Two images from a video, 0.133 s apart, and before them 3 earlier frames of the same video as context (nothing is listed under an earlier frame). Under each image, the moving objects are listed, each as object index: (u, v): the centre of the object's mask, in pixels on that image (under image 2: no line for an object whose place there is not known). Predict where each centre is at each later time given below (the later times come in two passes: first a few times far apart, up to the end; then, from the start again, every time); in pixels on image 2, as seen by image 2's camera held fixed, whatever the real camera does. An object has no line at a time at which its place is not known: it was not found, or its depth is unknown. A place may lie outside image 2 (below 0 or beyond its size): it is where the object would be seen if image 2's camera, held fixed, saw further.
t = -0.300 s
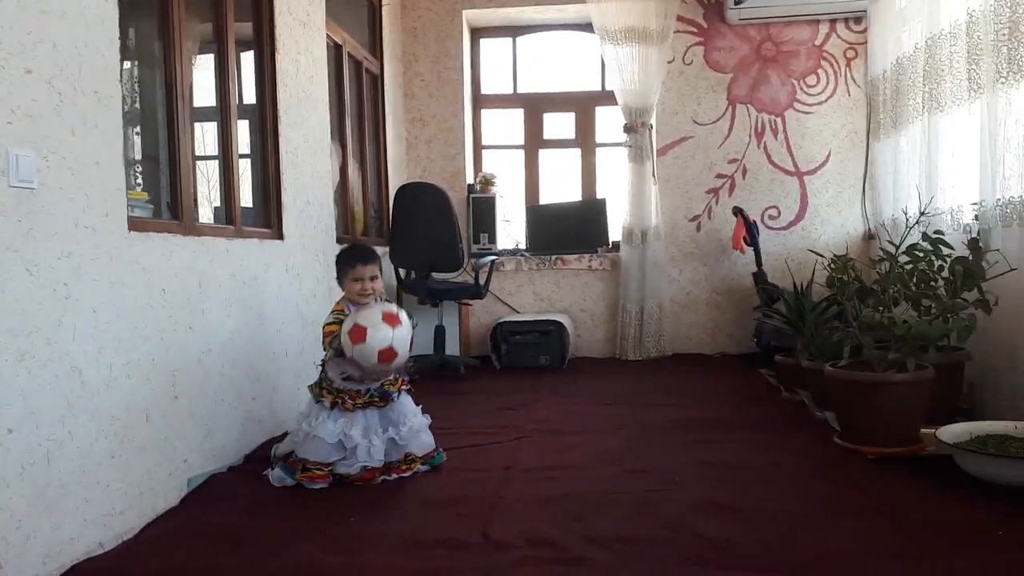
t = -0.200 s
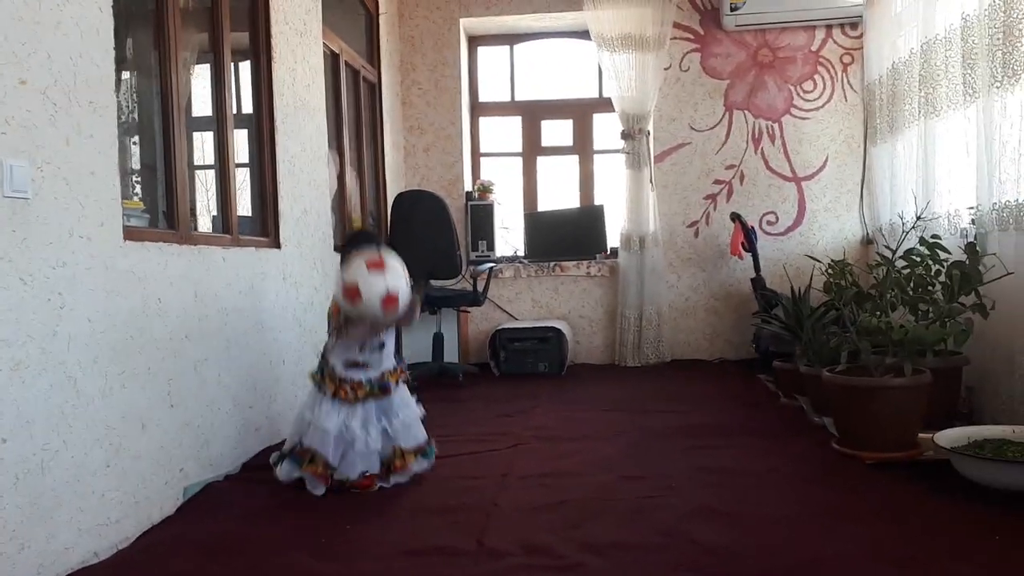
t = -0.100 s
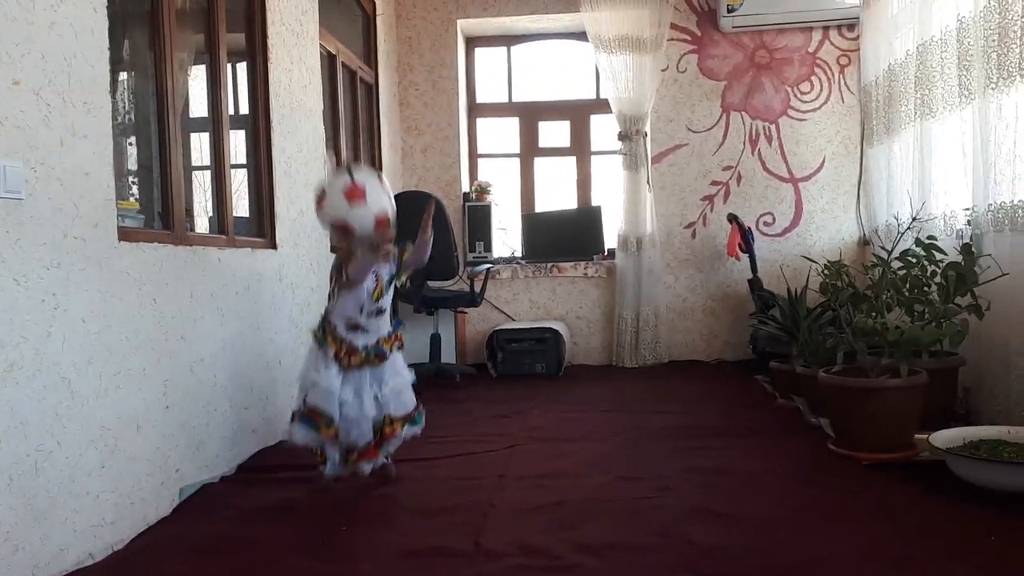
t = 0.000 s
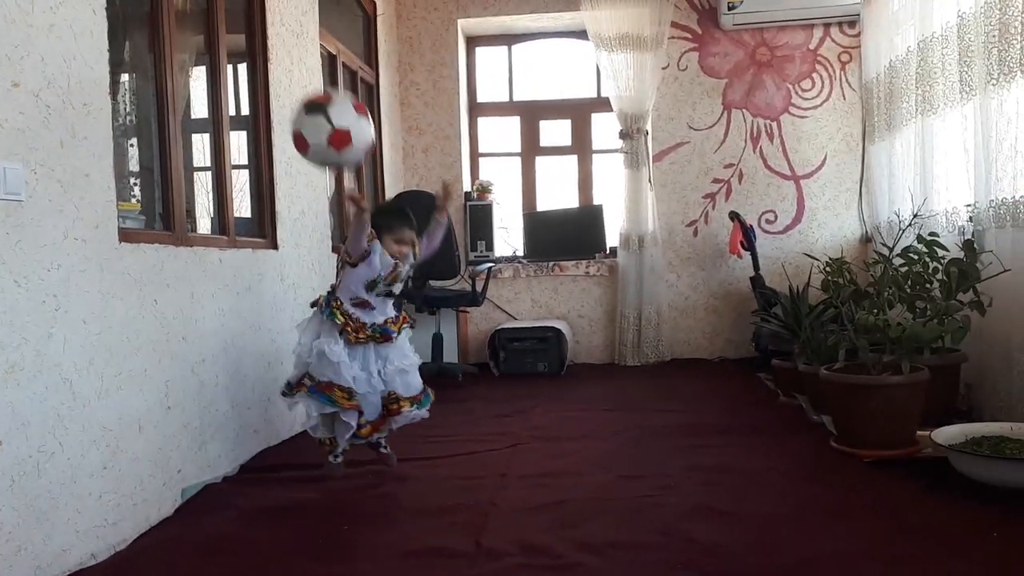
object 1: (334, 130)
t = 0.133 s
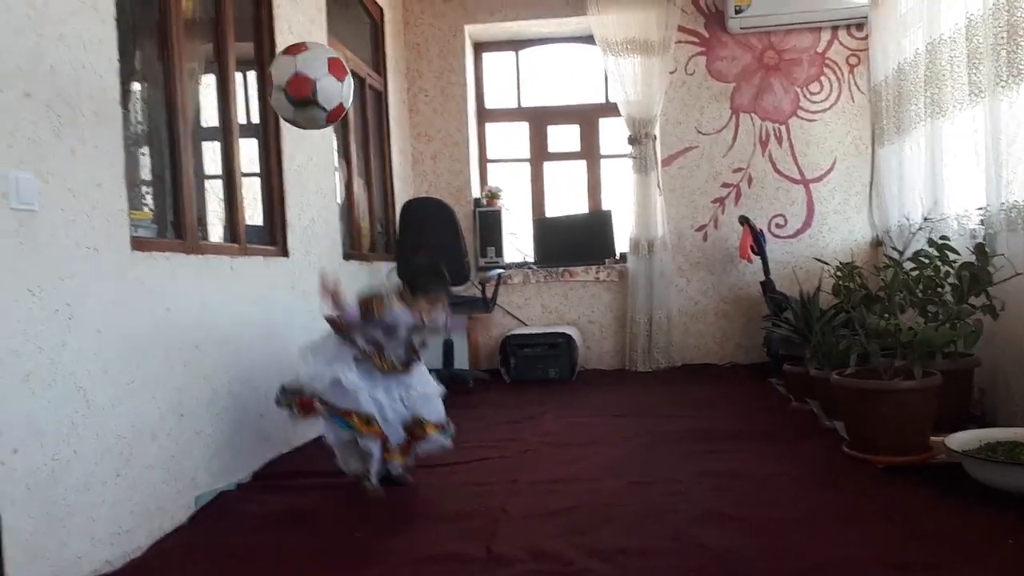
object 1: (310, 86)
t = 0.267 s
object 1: (281, 99)
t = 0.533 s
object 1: (229, 373)
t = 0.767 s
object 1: (134, 475)
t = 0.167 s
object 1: (302, 82)
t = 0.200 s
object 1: (295, 83)
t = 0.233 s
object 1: (287, 89)
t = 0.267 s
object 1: (281, 99)
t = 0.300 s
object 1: (274, 114)
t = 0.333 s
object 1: (268, 136)
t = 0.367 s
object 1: (261, 161)
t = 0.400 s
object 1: (256, 194)
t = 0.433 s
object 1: (250, 228)
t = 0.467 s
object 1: (245, 269)
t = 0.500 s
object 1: (237, 317)
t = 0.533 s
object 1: (229, 373)
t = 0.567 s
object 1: (223, 436)
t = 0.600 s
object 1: (217, 508)
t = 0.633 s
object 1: (208, 546)
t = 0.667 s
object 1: (193, 535)
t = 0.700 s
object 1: (172, 517)
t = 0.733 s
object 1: (153, 495)
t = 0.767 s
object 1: (134, 475)
